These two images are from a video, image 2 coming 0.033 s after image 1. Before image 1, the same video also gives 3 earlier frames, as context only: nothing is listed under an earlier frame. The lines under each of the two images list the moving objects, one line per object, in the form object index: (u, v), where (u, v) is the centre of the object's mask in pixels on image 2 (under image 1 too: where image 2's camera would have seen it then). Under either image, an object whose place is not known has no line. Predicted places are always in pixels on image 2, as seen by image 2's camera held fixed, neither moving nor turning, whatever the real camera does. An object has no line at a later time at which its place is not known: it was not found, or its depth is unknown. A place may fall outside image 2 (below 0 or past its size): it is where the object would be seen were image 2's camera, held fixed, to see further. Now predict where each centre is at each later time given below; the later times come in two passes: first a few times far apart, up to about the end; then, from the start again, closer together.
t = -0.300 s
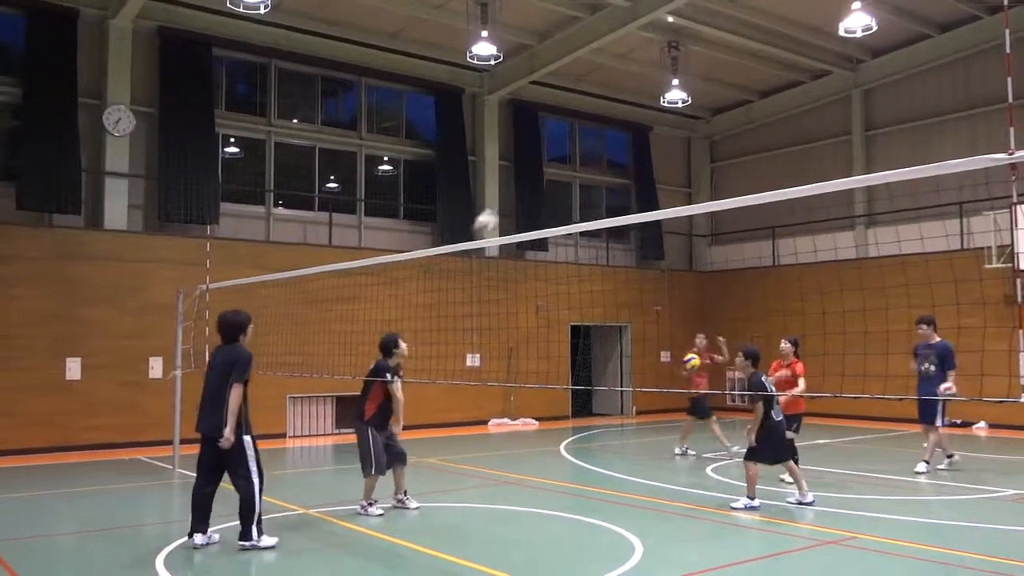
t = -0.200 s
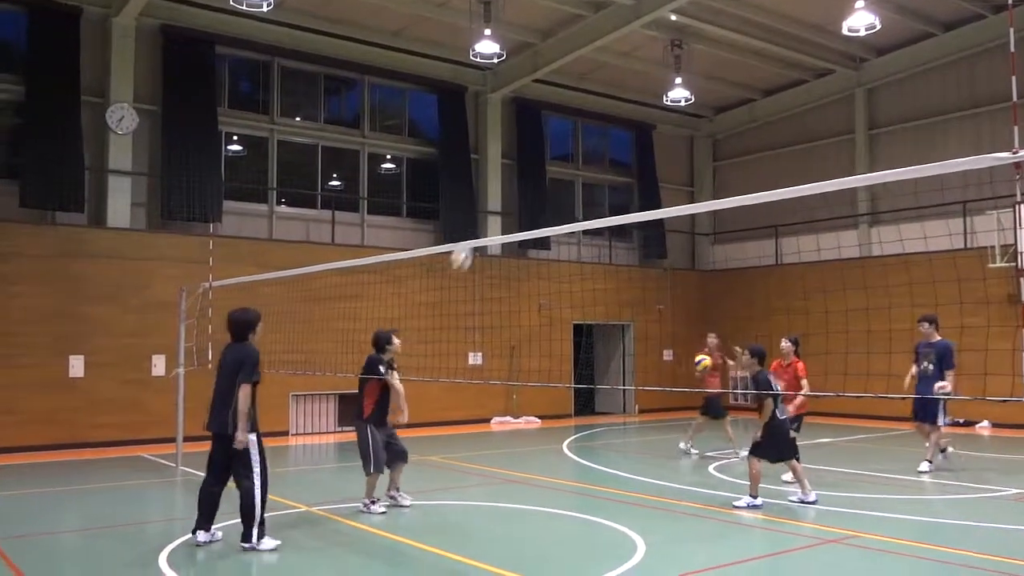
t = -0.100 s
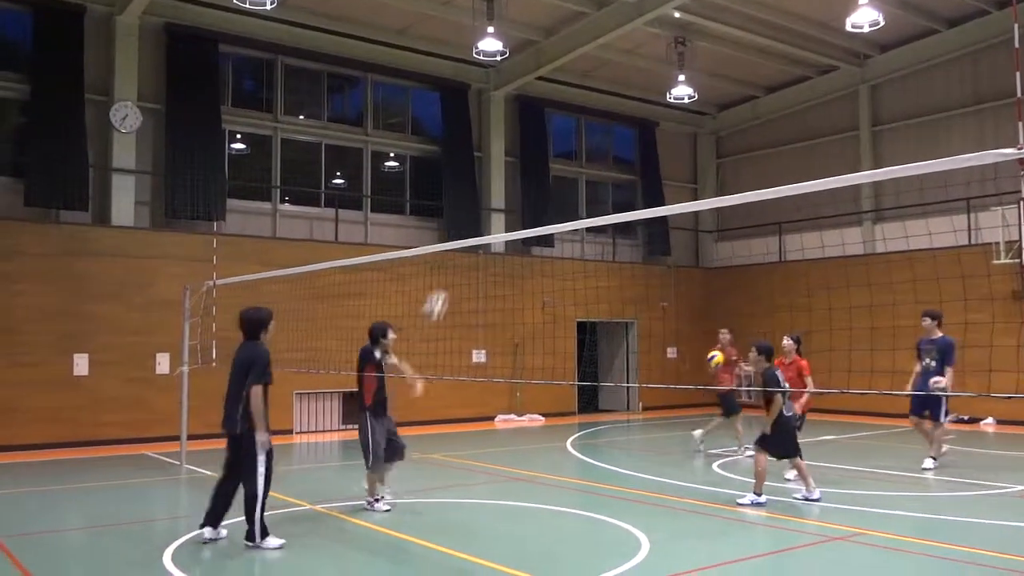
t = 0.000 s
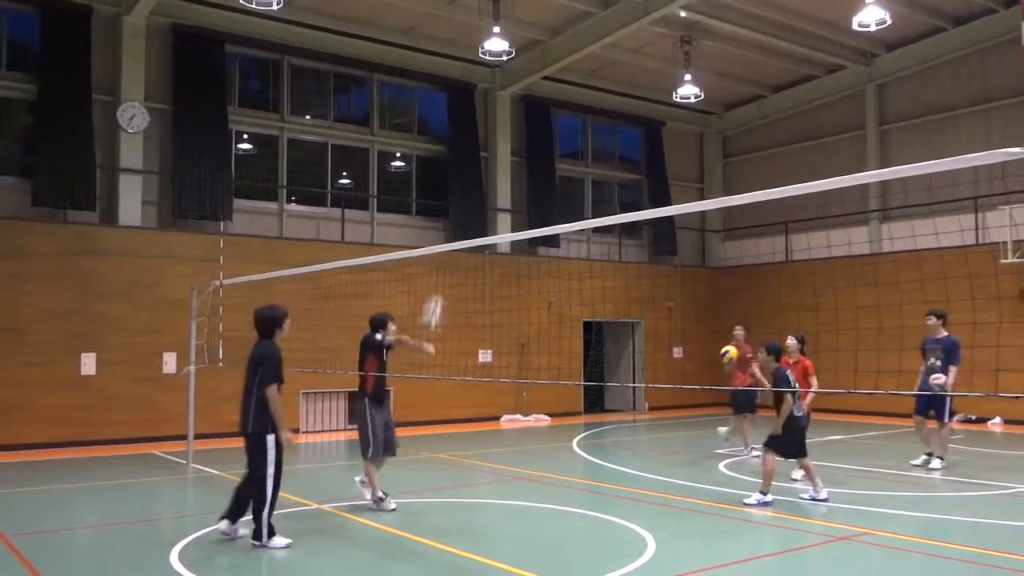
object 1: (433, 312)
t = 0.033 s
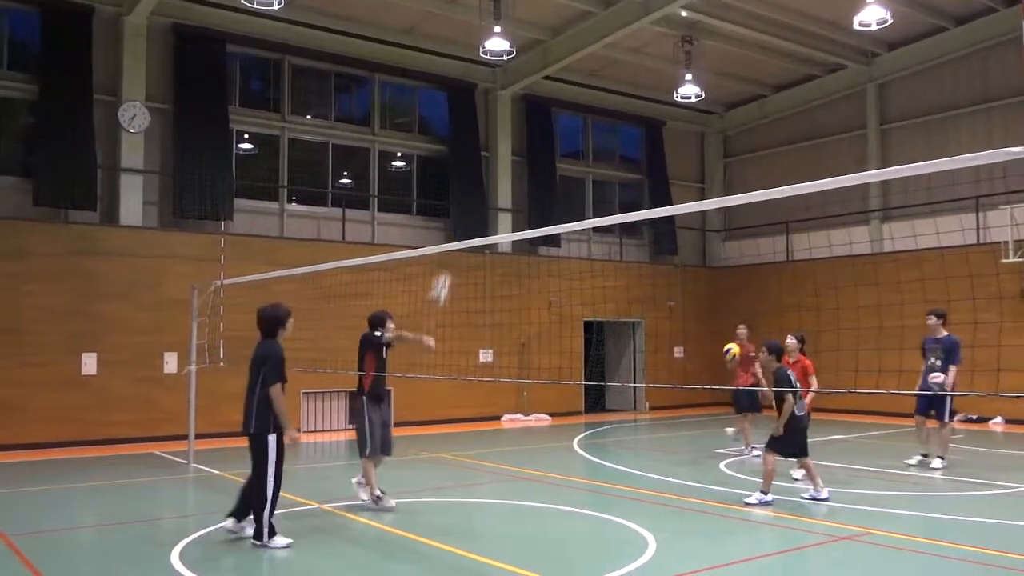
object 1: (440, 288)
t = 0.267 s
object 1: (486, 161)
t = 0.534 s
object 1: (537, 87)
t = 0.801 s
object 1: (584, 83)
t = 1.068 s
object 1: (629, 148)
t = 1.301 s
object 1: (665, 256)
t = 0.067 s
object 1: (447, 266)
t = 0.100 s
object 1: (454, 244)
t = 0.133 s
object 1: (461, 225)
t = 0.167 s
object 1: (466, 210)
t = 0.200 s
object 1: (473, 192)
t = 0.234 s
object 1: (480, 176)
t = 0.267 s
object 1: (486, 161)
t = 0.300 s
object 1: (493, 147)
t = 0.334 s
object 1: (499, 135)
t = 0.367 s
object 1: (506, 124)
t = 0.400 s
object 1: (513, 113)
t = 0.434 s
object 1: (519, 105)
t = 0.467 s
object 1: (525, 98)
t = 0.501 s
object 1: (531, 92)
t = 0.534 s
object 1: (537, 87)
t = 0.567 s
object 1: (543, 82)
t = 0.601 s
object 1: (549, 80)
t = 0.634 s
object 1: (555, 78)
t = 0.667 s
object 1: (561, 77)
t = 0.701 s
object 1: (567, 77)
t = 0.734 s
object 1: (573, 78)
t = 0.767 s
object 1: (578, 80)
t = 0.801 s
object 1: (584, 83)
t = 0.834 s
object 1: (590, 88)
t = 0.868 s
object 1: (595, 94)
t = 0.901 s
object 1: (601, 101)
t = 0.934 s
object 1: (607, 108)
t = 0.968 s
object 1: (612, 117)
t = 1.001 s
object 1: (618, 126)
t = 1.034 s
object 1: (624, 137)
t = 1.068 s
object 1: (629, 148)
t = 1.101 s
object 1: (634, 161)
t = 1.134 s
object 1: (640, 175)
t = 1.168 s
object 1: (645, 190)
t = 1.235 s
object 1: (656, 228)
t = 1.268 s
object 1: (660, 238)
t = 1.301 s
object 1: (665, 256)
